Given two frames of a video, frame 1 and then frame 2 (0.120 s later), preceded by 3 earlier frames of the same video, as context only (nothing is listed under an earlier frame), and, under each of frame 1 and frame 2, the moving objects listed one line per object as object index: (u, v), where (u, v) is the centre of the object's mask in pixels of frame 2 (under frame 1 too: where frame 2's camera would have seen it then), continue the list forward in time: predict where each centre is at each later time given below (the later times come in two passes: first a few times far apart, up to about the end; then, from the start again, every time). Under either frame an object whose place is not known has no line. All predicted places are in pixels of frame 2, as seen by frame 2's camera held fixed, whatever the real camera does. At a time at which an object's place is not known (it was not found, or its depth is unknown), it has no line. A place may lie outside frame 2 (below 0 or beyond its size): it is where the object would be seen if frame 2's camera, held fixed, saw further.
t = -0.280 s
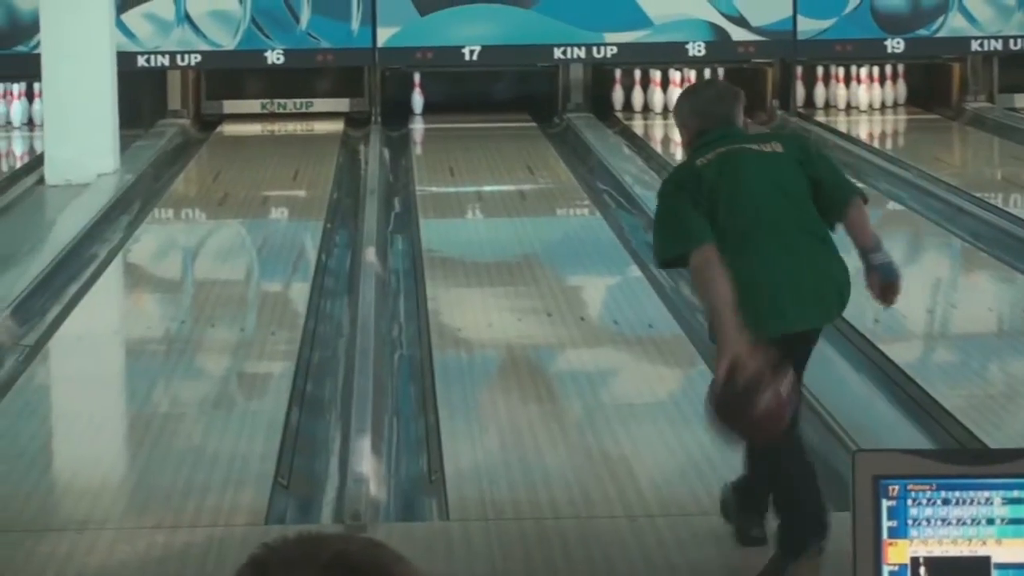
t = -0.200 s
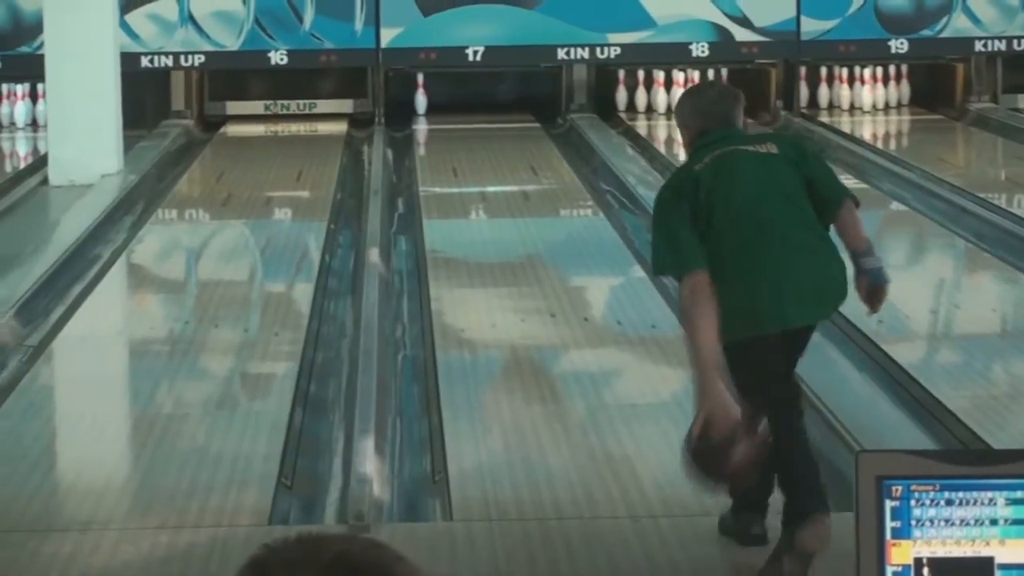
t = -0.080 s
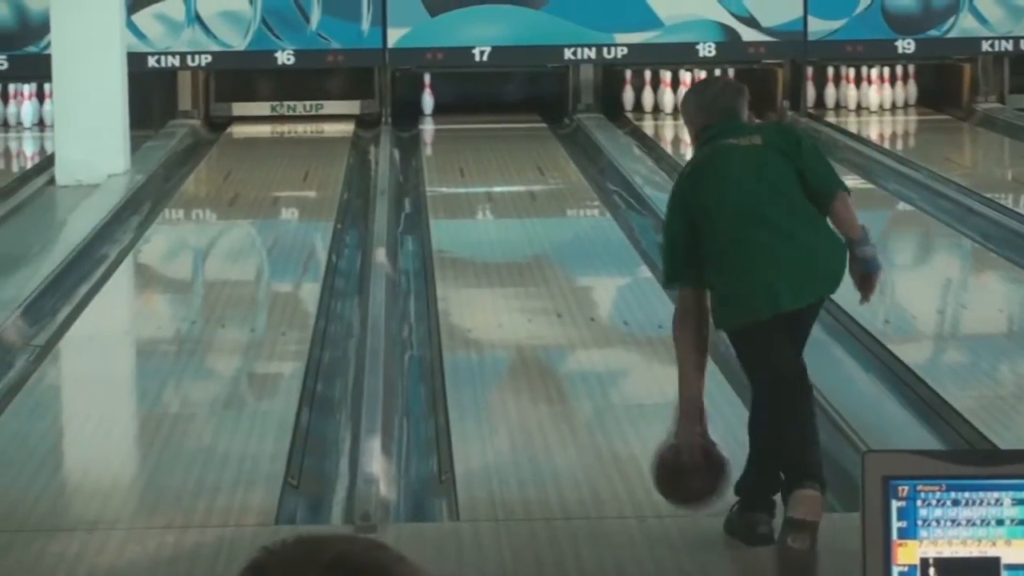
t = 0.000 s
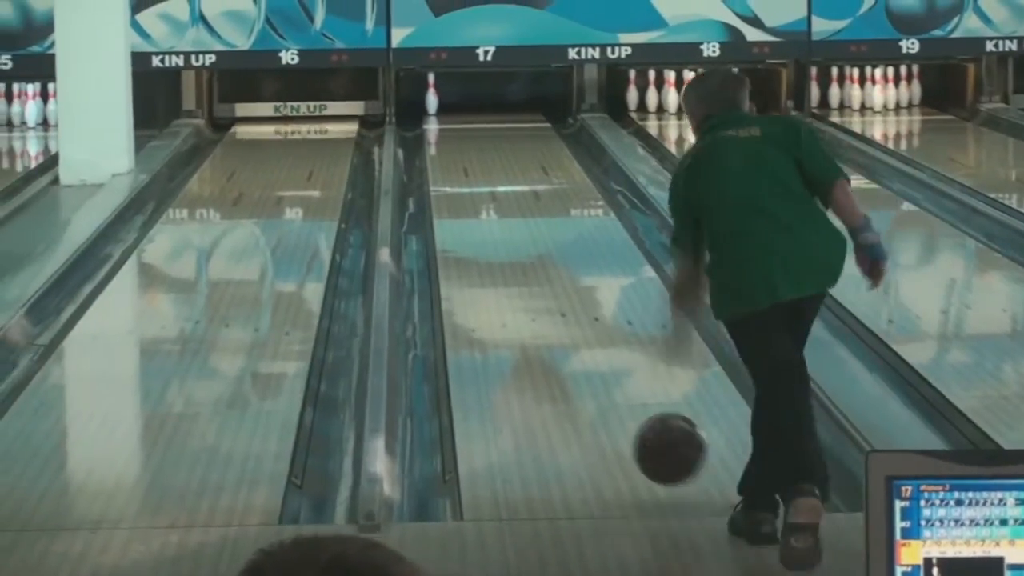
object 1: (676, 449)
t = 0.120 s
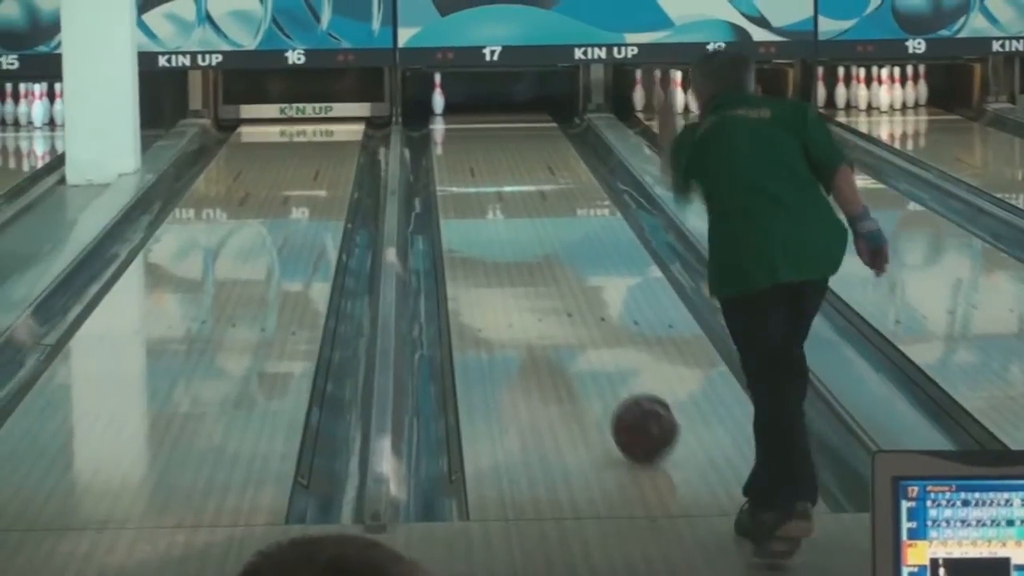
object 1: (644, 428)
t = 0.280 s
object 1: (610, 384)
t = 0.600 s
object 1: (558, 313)
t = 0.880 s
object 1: (525, 268)
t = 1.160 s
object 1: (500, 232)
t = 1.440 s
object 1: (481, 202)
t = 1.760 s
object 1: (464, 176)
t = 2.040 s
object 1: (453, 156)
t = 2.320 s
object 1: (447, 140)
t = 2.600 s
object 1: (444, 126)
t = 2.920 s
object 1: (442, 114)
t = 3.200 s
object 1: (444, 105)
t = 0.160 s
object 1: (635, 417)
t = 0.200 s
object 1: (626, 405)
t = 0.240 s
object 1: (618, 394)
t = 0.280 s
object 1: (610, 384)
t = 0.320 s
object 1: (602, 373)
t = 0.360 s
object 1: (595, 363)
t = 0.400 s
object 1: (588, 354)
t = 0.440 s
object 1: (581, 345)
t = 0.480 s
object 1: (575, 336)
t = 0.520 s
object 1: (569, 328)
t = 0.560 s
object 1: (563, 320)
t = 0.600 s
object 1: (558, 313)
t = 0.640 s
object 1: (552, 306)
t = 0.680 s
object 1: (547, 299)
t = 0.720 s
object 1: (542, 292)
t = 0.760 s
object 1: (538, 286)
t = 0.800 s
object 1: (533, 280)
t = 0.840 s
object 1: (529, 274)
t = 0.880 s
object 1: (525, 268)
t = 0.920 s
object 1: (521, 262)
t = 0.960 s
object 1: (518, 257)
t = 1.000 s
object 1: (514, 251)
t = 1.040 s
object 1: (510, 247)
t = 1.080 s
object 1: (507, 241)
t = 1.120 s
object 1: (503, 237)
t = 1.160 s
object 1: (500, 232)
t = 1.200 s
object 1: (497, 227)
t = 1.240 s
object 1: (494, 223)
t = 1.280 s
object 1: (491, 218)
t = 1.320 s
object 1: (488, 214)
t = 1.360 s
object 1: (486, 210)
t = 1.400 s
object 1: (483, 206)
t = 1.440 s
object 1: (481, 202)
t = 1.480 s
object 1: (478, 198)
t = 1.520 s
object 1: (476, 195)
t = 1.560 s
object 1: (474, 192)
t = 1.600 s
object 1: (472, 188)
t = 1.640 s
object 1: (470, 185)
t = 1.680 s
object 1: (468, 182)
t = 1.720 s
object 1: (466, 179)
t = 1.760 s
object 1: (464, 176)
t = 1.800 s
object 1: (462, 172)
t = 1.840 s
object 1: (460, 170)
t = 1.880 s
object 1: (459, 167)
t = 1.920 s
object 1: (457, 164)
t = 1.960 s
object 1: (455, 161)
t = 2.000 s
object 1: (454, 159)
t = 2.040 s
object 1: (453, 156)
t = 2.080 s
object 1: (452, 154)
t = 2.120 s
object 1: (451, 151)
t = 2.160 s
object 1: (450, 149)
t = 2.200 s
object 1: (448, 146)
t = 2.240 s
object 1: (448, 144)
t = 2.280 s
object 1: (448, 142)
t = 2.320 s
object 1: (447, 140)
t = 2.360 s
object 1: (446, 138)
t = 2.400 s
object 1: (446, 136)
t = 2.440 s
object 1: (445, 134)
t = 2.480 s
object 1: (445, 132)
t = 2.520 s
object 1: (445, 130)
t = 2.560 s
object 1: (444, 128)
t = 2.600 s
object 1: (444, 126)
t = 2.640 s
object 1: (444, 125)
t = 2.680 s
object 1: (443, 123)
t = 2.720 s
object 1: (443, 122)
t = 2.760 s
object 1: (443, 120)
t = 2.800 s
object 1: (443, 118)
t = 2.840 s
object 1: (442, 117)
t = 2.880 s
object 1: (442, 116)
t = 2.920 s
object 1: (442, 114)
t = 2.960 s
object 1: (442, 112)
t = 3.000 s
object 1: (442, 111)
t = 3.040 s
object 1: (442, 110)
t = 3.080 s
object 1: (443, 108)
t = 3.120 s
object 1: (444, 107)
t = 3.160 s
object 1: (444, 104)
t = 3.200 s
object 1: (444, 105)
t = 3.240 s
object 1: (442, 103)
